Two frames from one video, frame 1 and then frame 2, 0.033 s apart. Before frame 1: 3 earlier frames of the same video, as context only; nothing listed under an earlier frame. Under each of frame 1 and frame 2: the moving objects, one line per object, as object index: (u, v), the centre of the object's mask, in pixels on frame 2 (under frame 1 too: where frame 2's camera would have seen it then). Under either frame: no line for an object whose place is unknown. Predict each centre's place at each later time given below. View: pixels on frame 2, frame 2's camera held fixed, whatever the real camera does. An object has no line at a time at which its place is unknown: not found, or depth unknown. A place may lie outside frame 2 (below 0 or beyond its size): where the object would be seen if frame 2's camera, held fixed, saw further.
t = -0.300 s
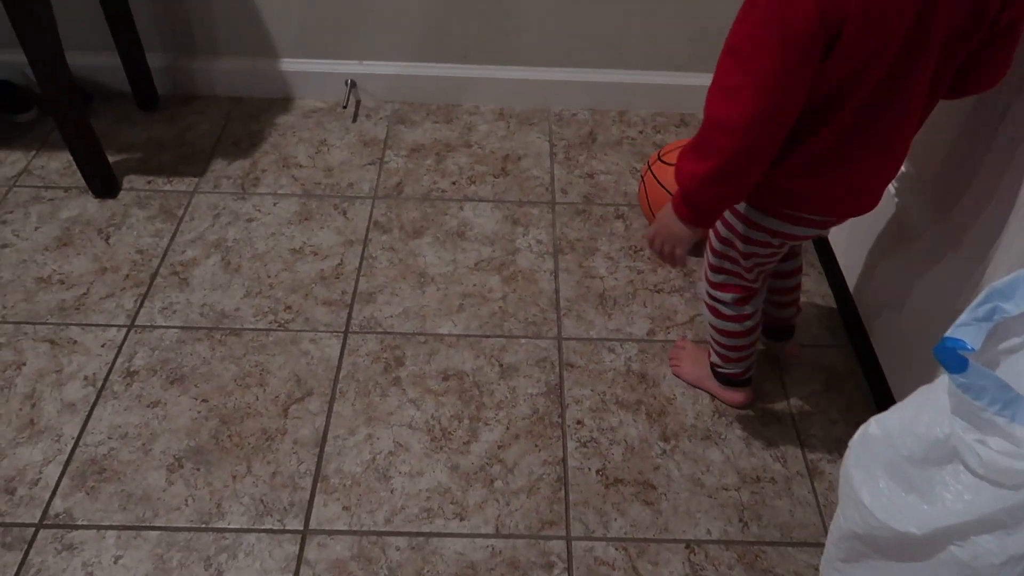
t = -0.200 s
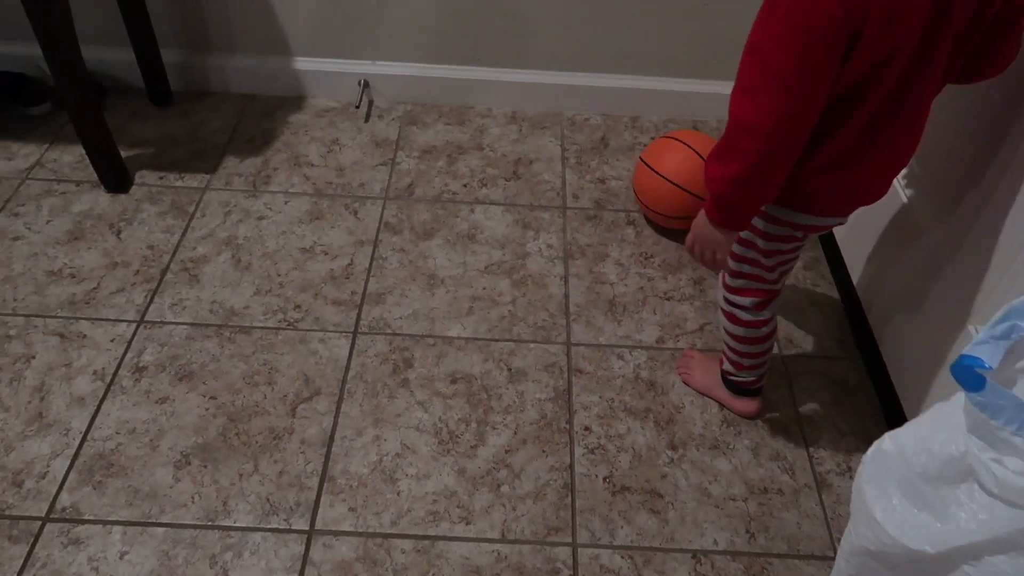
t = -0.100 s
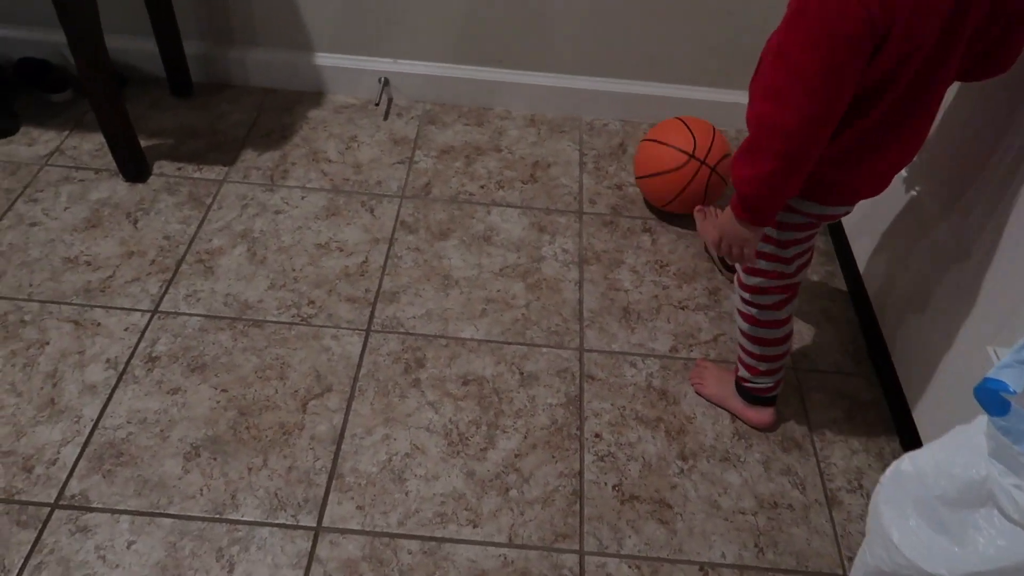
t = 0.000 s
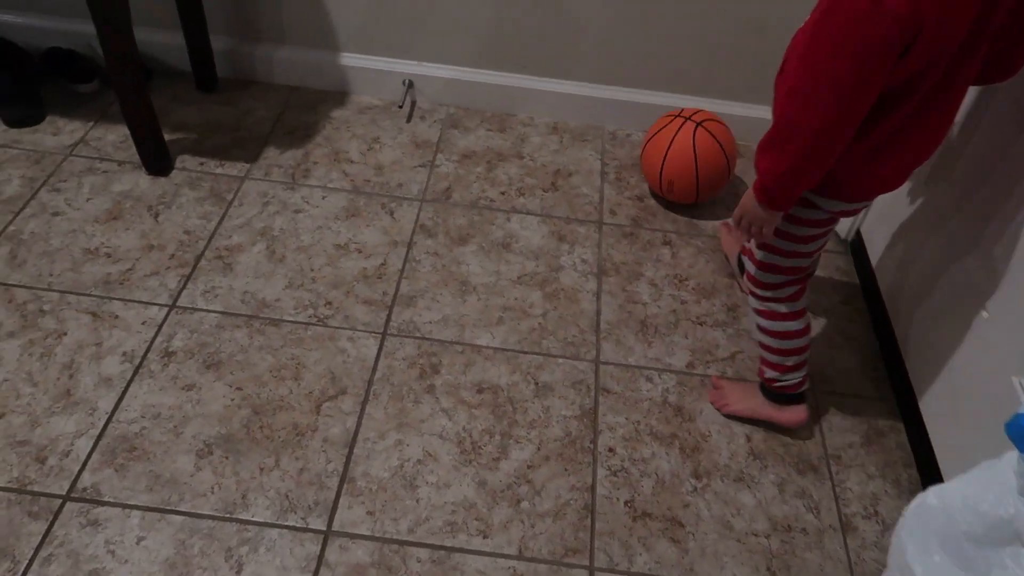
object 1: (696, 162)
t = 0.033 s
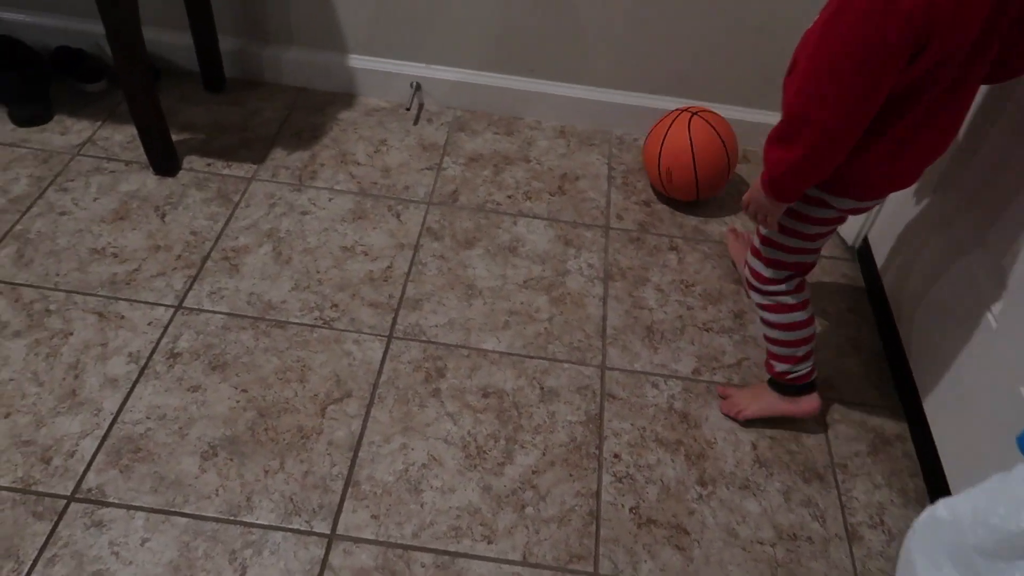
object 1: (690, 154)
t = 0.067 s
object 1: (684, 147)
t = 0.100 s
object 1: (678, 139)
